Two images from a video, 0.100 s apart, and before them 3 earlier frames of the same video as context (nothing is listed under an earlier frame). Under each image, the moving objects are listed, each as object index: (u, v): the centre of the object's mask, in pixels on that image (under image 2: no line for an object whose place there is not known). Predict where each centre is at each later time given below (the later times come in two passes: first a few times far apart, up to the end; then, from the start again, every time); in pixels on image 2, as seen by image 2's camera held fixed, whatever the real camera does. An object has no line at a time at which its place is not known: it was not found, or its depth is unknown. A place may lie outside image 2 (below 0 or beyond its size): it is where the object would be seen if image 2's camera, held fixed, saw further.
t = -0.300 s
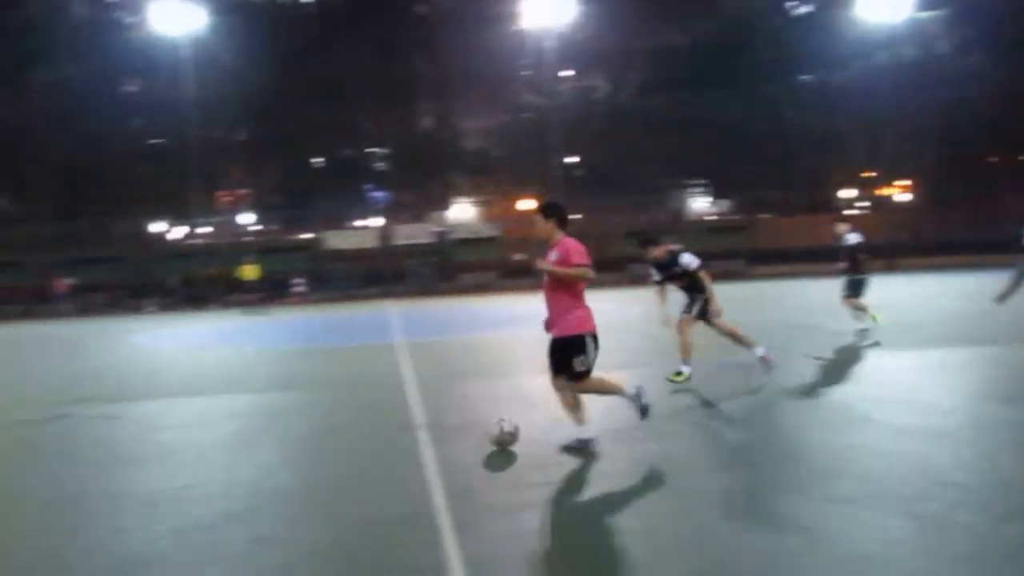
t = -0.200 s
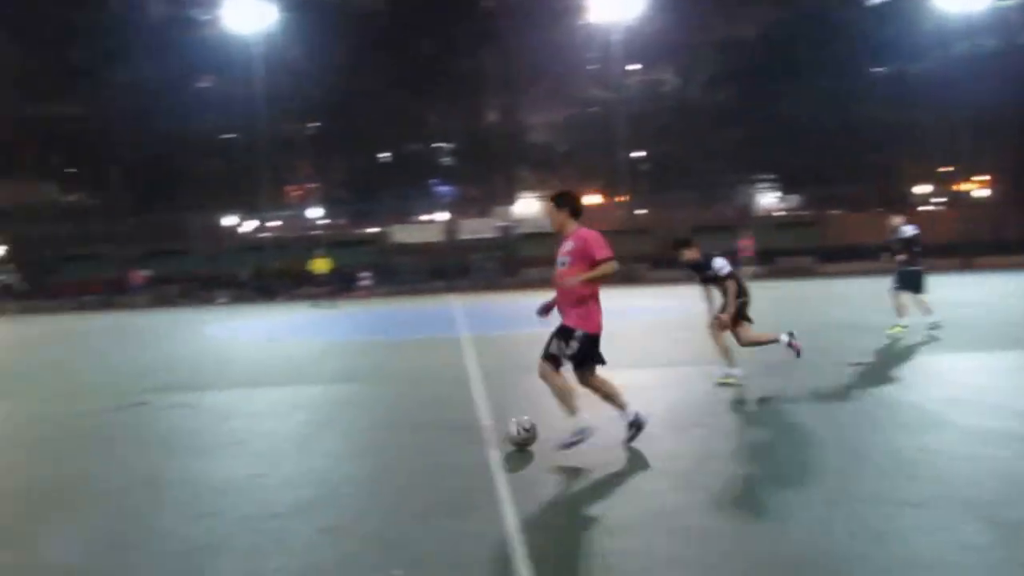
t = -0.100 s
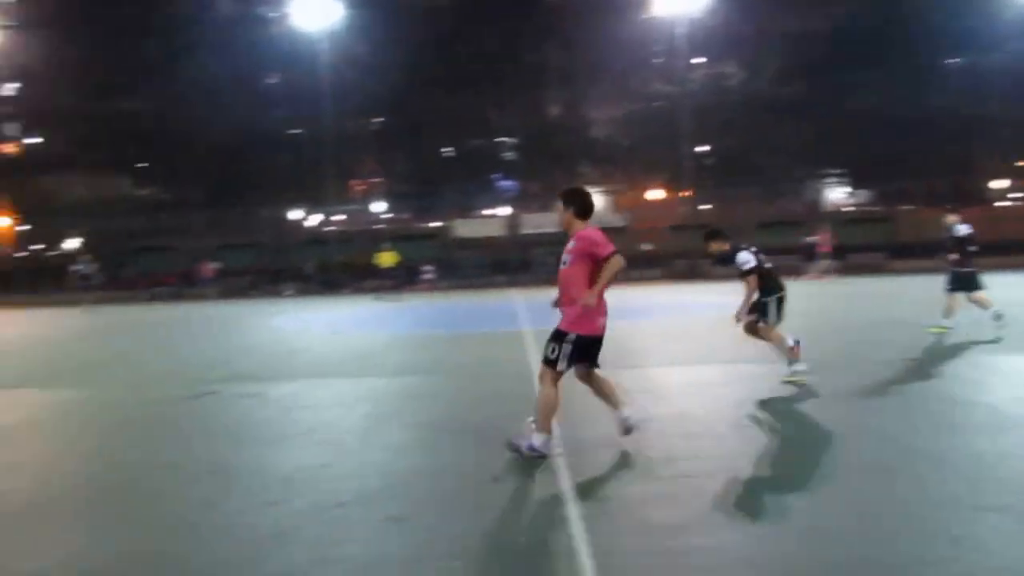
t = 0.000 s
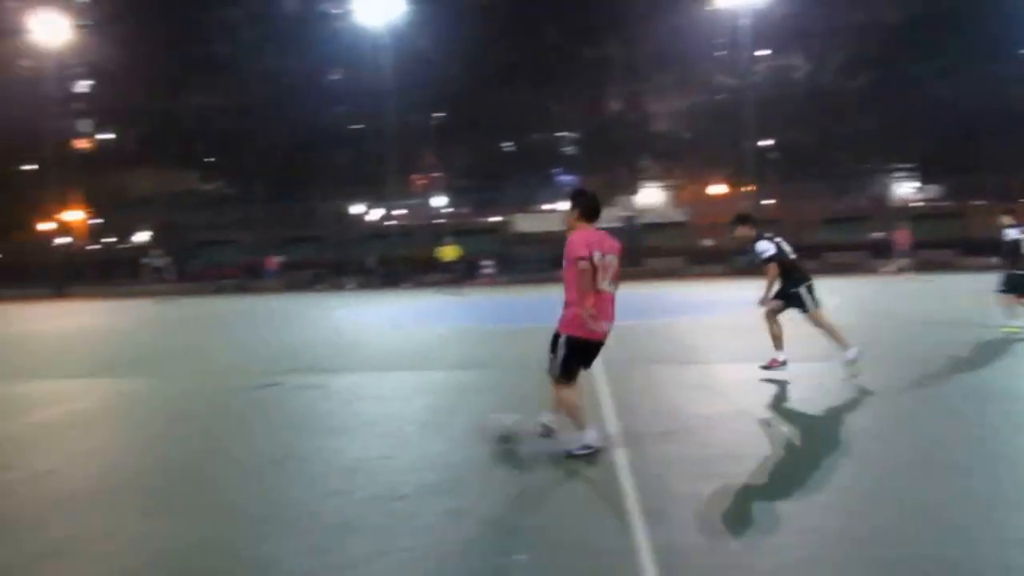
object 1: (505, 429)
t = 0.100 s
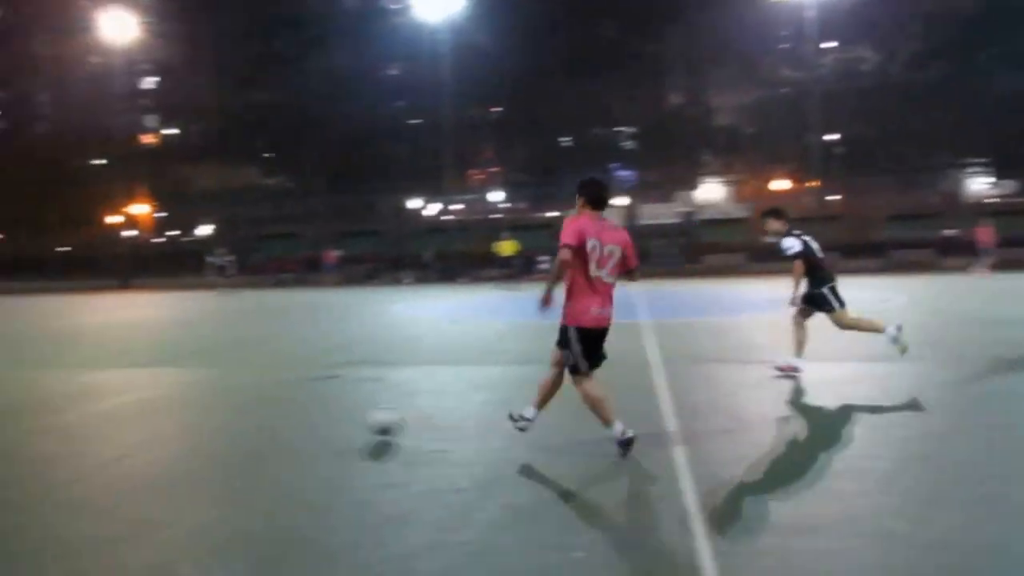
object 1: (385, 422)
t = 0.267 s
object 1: (152, 418)
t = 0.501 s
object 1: (-69, 413)
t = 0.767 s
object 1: (-250, 408)
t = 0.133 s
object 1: (333, 423)
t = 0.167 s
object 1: (285, 420)
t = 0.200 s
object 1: (240, 418)
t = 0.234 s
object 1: (196, 418)
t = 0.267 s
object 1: (152, 418)
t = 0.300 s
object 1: (115, 418)
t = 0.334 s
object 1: (83, 414)
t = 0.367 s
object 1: (48, 415)
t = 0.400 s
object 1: (14, 414)
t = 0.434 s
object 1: (-16, 413)
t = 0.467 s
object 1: (-41, 414)
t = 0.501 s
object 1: (-69, 413)
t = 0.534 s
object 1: (-97, 412)
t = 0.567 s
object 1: (-120, 412)
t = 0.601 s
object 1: (-145, 411)
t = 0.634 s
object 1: (-167, 409)
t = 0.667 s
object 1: (-189, 410)
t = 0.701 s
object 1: (-212, 409)
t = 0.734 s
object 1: (-233, 409)
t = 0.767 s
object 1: (-250, 408)
